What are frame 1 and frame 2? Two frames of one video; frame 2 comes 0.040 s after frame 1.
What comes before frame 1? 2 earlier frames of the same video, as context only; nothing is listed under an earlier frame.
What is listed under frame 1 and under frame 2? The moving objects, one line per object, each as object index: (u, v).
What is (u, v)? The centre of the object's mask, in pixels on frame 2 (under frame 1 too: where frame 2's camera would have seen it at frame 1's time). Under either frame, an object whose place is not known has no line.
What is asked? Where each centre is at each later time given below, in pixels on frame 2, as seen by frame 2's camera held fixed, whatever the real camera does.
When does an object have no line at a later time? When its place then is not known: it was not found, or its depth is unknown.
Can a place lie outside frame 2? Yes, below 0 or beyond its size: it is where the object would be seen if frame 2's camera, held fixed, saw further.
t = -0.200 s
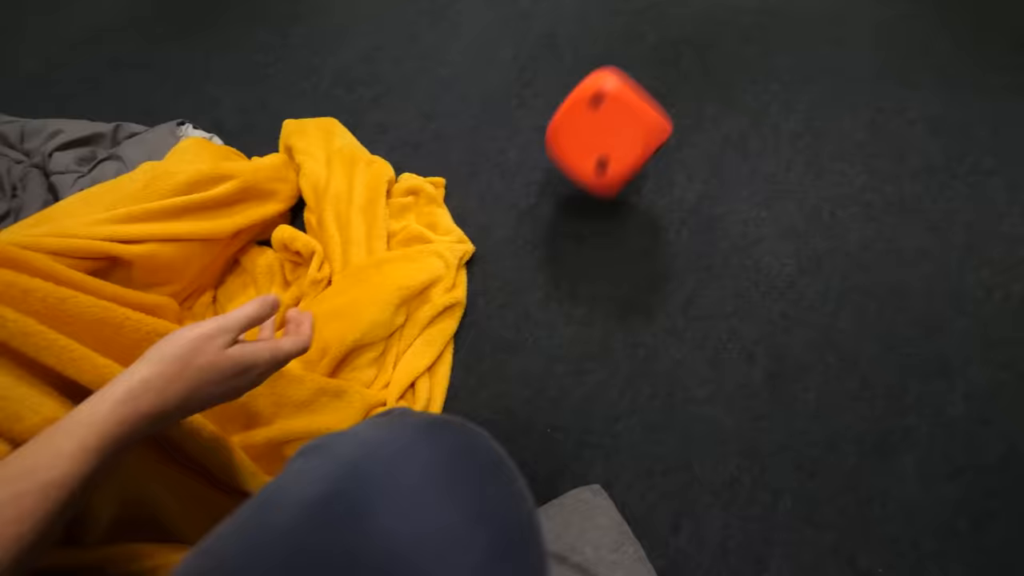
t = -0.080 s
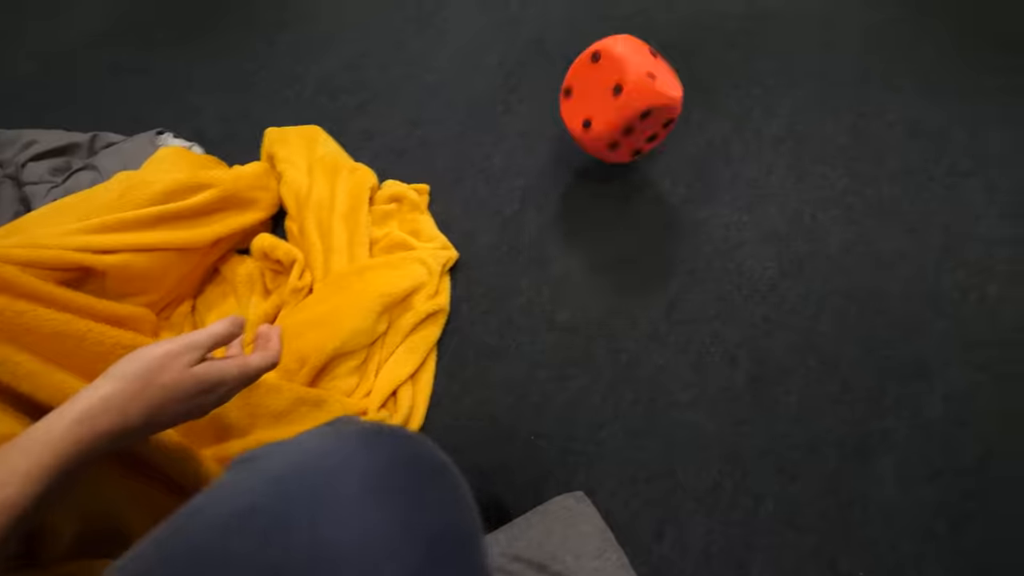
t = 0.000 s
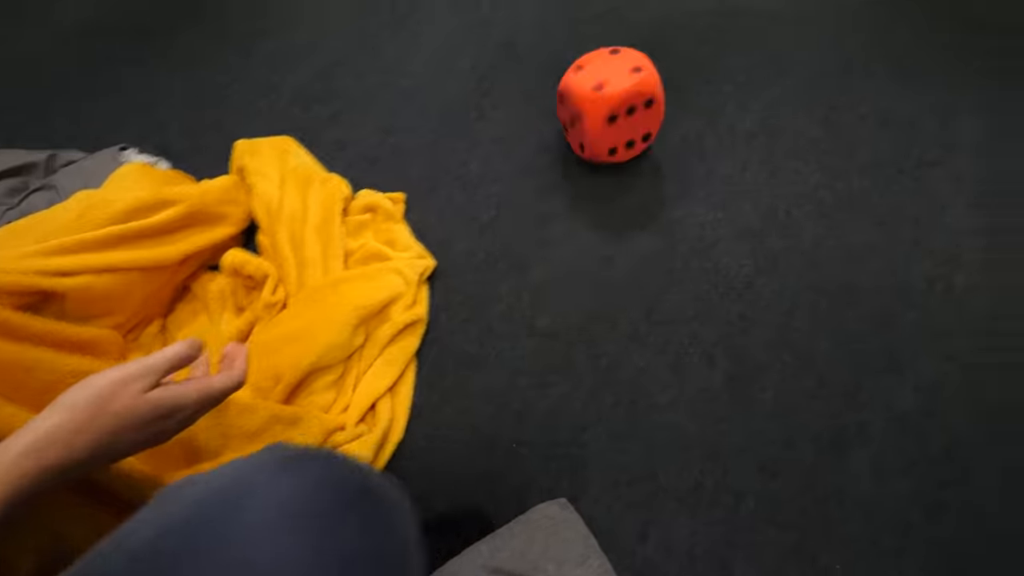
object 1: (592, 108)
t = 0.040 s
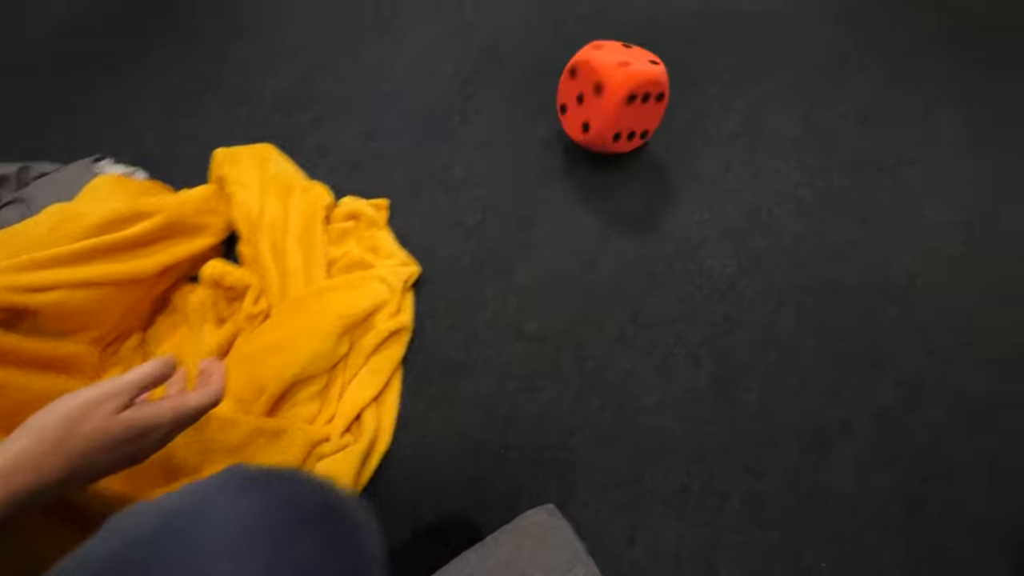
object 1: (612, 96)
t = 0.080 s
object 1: (633, 85)
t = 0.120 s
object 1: (654, 77)
